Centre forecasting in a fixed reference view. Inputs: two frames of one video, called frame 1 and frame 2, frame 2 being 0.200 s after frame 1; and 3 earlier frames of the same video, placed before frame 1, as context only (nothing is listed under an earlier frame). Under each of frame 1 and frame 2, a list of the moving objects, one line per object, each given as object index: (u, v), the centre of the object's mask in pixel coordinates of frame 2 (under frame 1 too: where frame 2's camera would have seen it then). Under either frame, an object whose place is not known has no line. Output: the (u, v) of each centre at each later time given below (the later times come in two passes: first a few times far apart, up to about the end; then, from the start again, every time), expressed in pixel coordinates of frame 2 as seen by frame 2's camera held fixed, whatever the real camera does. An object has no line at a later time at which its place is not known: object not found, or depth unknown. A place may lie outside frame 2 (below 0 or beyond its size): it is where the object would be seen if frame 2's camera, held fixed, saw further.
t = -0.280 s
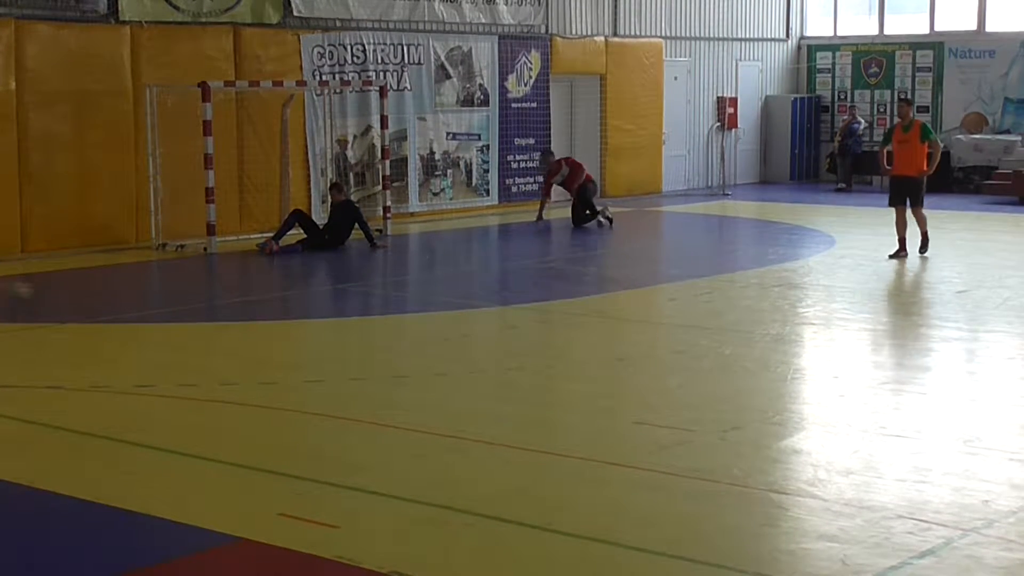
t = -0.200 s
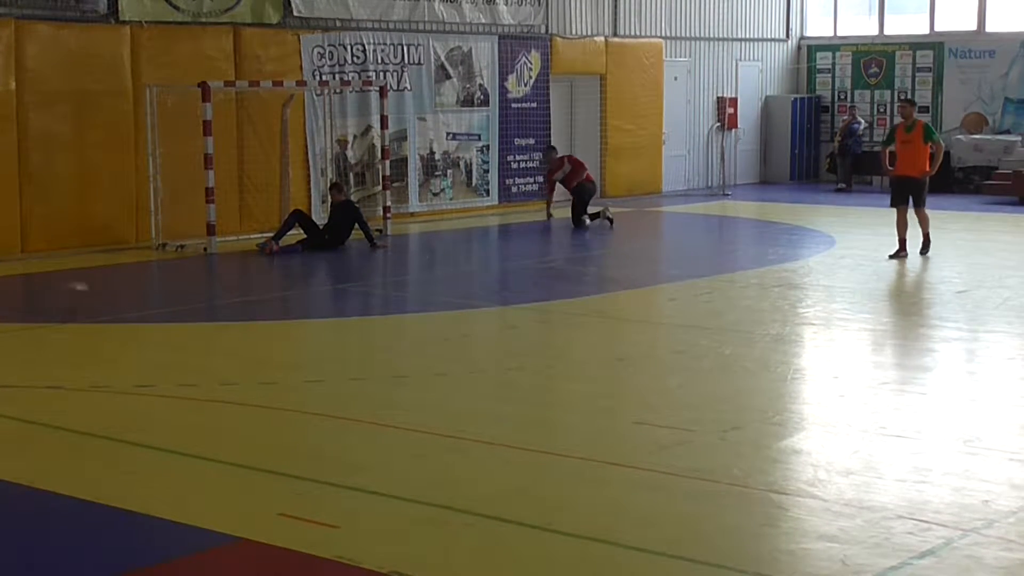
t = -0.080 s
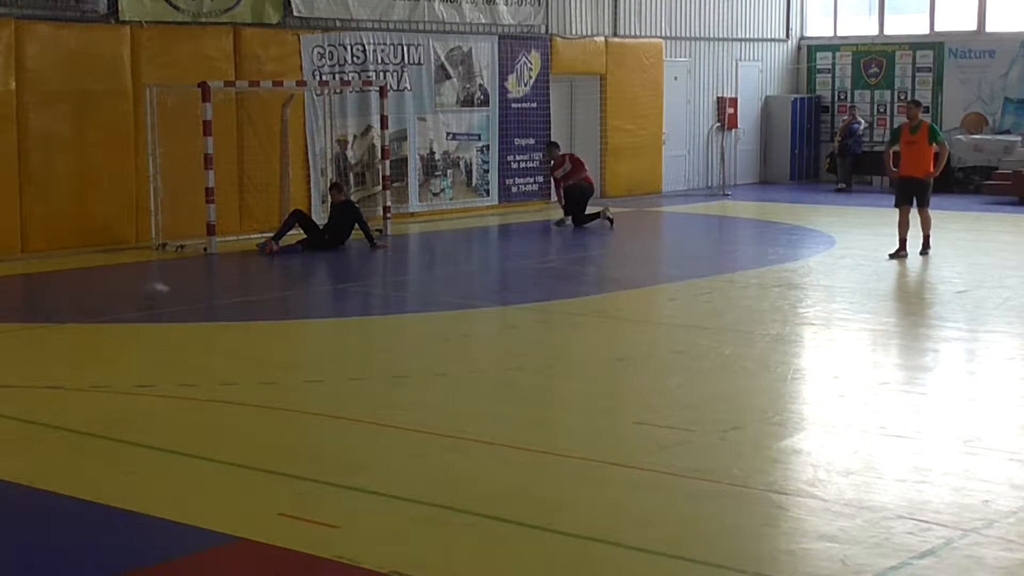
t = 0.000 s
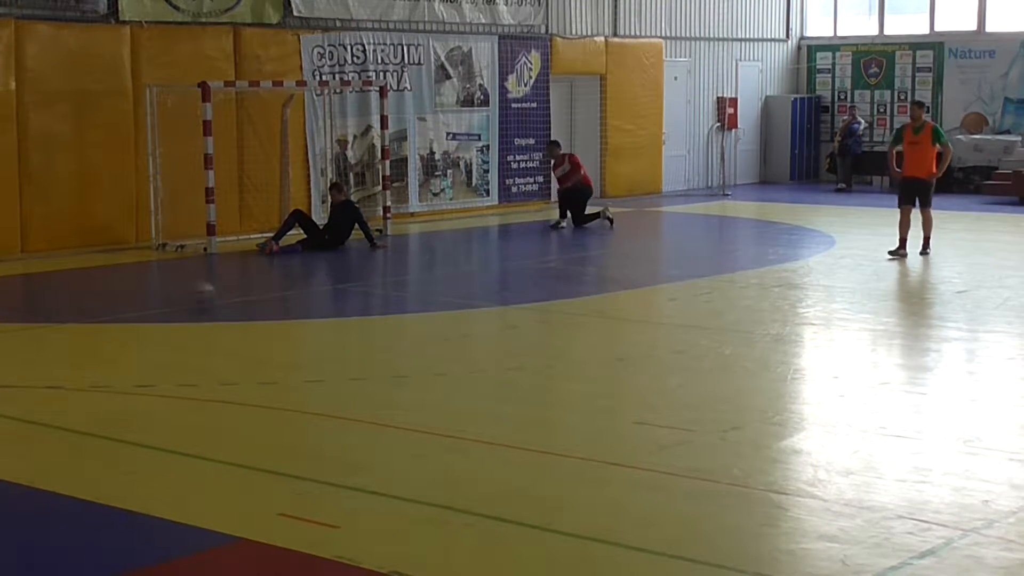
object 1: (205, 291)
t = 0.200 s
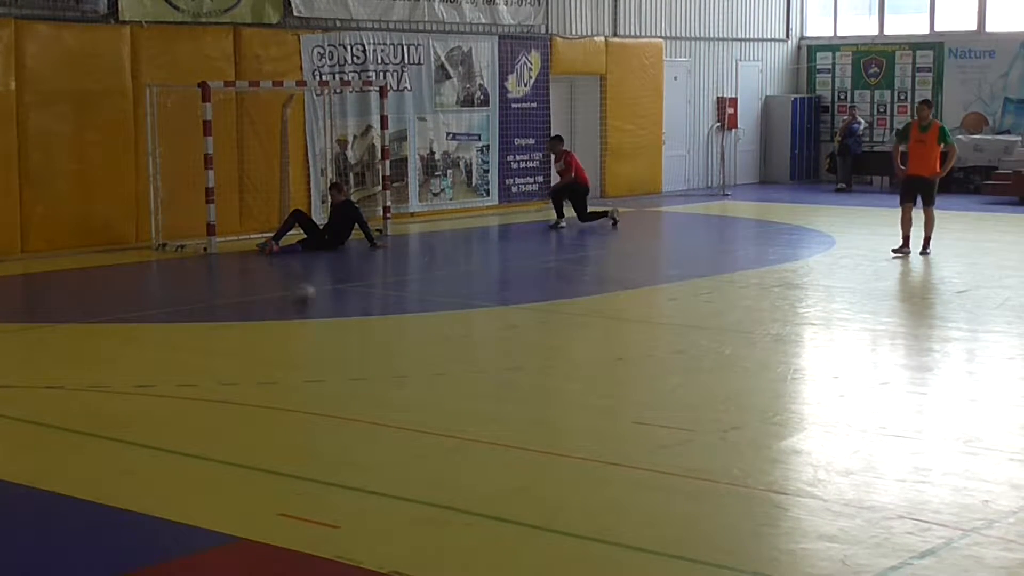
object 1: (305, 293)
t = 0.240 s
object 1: (323, 294)
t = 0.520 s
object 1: (445, 297)
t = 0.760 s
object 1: (550, 297)
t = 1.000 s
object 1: (652, 298)
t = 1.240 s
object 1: (754, 300)
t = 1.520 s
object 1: (874, 301)
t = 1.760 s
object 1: (975, 302)
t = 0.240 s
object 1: (323, 294)
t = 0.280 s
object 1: (340, 294)
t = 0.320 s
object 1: (359, 291)
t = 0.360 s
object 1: (375, 295)
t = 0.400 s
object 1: (393, 296)
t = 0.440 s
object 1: (411, 297)
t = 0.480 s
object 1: (427, 298)
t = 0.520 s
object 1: (445, 297)
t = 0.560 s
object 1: (463, 298)
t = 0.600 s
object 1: (481, 297)
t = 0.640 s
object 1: (499, 297)
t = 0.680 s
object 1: (516, 298)
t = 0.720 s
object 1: (533, 297)
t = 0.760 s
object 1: (550, 297)
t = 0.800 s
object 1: (567, 298)
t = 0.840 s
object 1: (584, 299)
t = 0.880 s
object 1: (600, 298)
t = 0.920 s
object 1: (619, 298)
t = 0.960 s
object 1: (634, 298)
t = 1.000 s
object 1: (652, 298)
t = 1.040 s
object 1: (669, 298)
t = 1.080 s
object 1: (687, 299)
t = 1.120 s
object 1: (703, 299)
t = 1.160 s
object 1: (720, 300)
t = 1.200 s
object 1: (738, 300)
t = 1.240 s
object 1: (754, 300)
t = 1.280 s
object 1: (771, 300)
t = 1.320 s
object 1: (789, 300)
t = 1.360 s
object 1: (806, 300)
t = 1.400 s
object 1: (824, 300)
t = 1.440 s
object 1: (840, 300)
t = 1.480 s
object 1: (857, 302)
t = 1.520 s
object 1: (874, 301)
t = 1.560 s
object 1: (890, 301)
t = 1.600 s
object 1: (907, 302)
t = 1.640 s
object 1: (924, 302)
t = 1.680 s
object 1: (941, 303)
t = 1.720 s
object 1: (958, 303)
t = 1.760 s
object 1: (975, 302)
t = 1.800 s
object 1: (992, 303)
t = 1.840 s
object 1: (1008, 302)
